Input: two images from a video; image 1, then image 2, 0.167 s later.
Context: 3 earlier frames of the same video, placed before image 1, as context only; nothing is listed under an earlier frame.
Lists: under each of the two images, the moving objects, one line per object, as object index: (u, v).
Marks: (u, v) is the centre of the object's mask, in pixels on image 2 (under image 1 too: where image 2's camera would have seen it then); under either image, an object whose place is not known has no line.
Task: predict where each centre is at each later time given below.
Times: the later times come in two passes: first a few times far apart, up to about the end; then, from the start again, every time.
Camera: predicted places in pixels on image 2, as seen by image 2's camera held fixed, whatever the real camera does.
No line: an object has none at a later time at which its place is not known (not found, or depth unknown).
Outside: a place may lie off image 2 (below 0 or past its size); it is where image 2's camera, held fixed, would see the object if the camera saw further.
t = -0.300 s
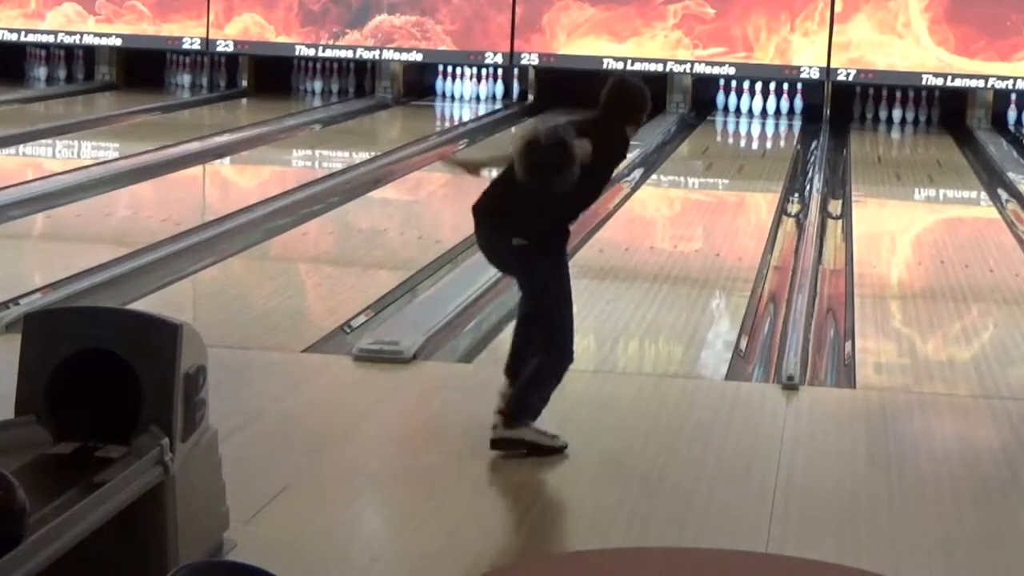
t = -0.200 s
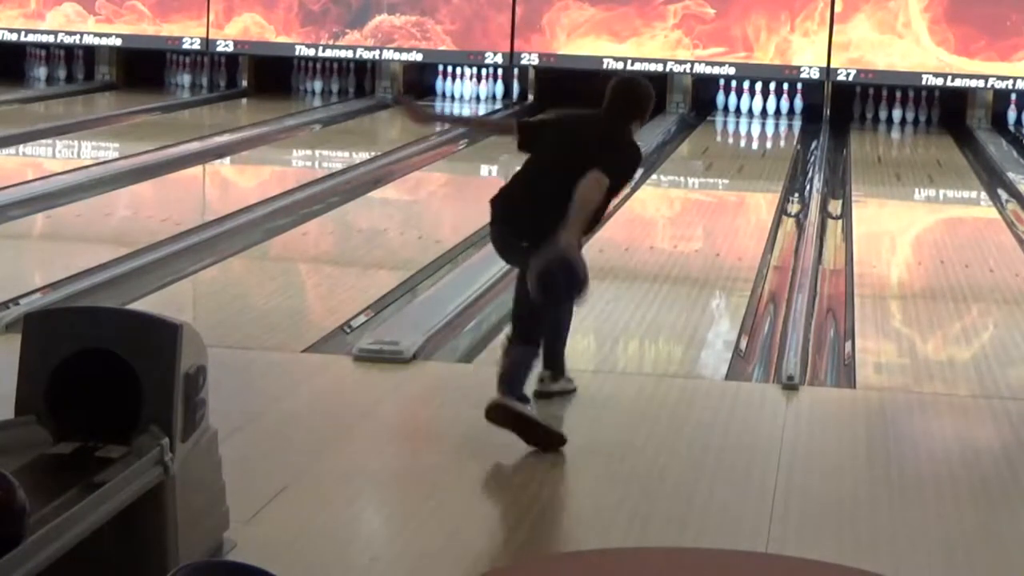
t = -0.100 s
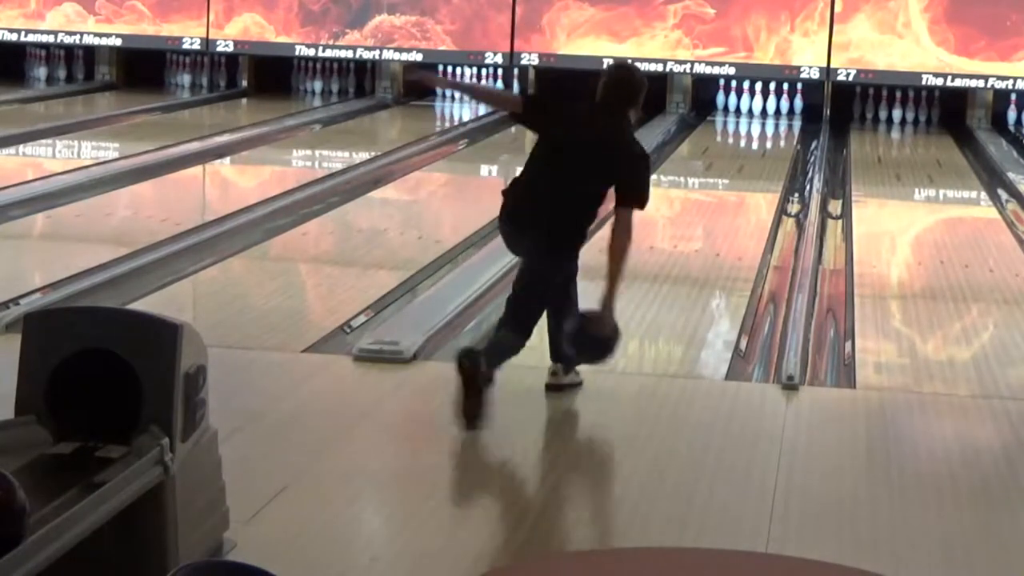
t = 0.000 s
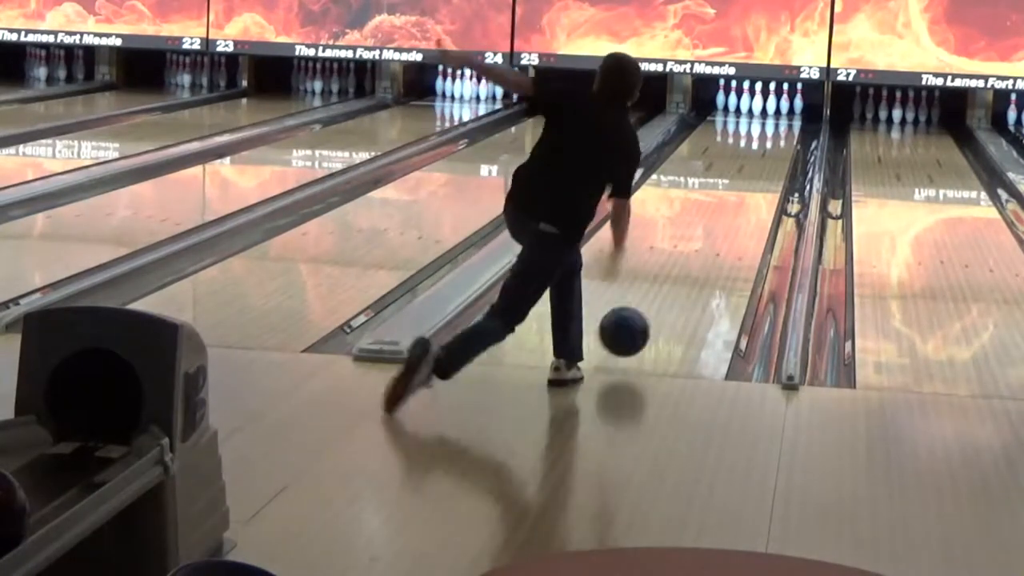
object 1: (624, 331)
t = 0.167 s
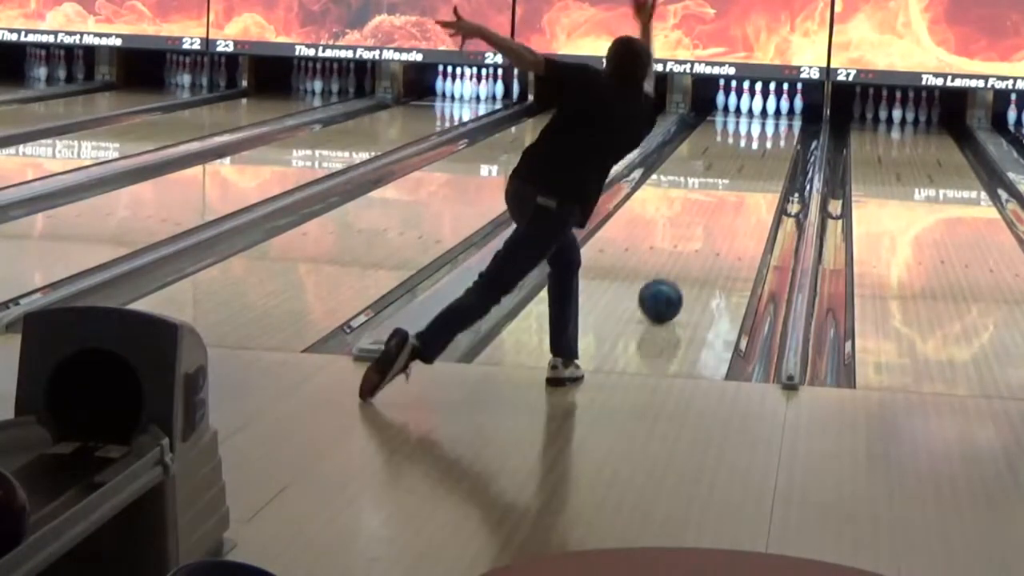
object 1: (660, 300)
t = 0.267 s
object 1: (678, 278)
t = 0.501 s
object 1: (711, 237)
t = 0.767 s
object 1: (738, 202)
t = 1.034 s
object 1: (756, 176)
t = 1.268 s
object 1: (768, 158)
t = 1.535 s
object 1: (776, 140)
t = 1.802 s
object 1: (777, 126)
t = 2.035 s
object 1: (772, 115)
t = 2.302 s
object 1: (763, 108)
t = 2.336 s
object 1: (763, 107)
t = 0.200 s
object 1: (667, 292)
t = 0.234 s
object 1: (672, 285)
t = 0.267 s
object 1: (678, 278)
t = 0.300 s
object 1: (683, 271)
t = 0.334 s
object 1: (689, 265)
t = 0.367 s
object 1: (694, 259)
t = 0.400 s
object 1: (698, 253)
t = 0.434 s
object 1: (703, 247)
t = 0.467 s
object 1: (707, 242)
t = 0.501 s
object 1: (711, 237)
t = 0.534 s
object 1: (715, 232)
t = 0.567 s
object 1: (718, 227)
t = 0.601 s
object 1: (722, 223)
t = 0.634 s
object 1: (725, 218)
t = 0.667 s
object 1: (729, 214)
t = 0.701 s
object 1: (732, 210)
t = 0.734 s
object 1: (735, 206)
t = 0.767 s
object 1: (738, 202)
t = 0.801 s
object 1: (740, 198)
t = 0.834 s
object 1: (743, 195)
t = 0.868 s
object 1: (746, 191)
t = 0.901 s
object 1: (748, 188)
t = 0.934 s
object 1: (750, 184)
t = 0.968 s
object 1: (752, 181)
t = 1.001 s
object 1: (754, 179)
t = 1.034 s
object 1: (756, 176)
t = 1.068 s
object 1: (758, 173)
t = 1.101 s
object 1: (760, 169)
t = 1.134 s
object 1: (762, 167)
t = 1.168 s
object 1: (764, 165)
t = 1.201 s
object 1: (765, 162)
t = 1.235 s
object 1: (767, 160)
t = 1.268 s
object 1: (768, 158)
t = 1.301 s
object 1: (769, 155)
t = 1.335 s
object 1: (770, 153)
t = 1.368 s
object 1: (771, 151)
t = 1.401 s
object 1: (772, 149)
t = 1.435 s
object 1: (773, 146)
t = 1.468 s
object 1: (774, 144)
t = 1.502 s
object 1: (775, 142)
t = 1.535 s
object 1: (776, 140)
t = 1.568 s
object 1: (776, 139)
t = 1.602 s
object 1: (777, 136)
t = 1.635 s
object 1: (777, 135)
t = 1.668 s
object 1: (777, 133)
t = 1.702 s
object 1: (778, 131)
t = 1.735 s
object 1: (777, 130)
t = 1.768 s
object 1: (777, 128)
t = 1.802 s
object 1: (777, 126)
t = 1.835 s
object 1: (777, 125)
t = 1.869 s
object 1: (776, 123)
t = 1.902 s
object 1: (775, 122)
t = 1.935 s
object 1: (775, 120)
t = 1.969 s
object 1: (774, 119)
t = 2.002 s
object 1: (773, 118)
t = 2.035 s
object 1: (772, 115)
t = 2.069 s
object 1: (771, 114)
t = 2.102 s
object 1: (771, 114)
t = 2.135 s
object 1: (770, 113)
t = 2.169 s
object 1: (768, 111)
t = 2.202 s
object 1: (766, 110)
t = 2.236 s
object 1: (763, 109)
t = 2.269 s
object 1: (763, 108)
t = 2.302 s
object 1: (763, 108)
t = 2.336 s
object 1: (763, 107)
